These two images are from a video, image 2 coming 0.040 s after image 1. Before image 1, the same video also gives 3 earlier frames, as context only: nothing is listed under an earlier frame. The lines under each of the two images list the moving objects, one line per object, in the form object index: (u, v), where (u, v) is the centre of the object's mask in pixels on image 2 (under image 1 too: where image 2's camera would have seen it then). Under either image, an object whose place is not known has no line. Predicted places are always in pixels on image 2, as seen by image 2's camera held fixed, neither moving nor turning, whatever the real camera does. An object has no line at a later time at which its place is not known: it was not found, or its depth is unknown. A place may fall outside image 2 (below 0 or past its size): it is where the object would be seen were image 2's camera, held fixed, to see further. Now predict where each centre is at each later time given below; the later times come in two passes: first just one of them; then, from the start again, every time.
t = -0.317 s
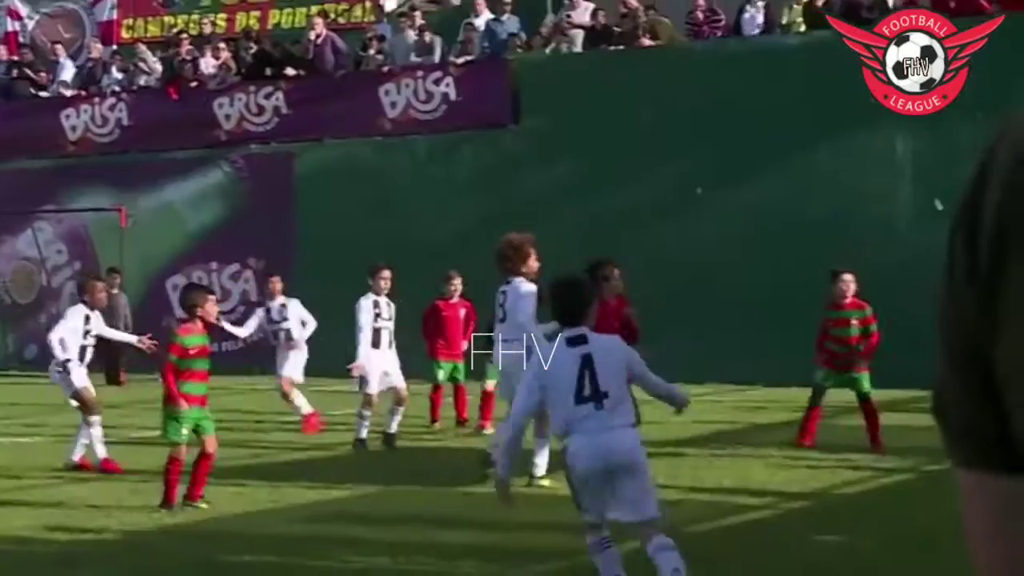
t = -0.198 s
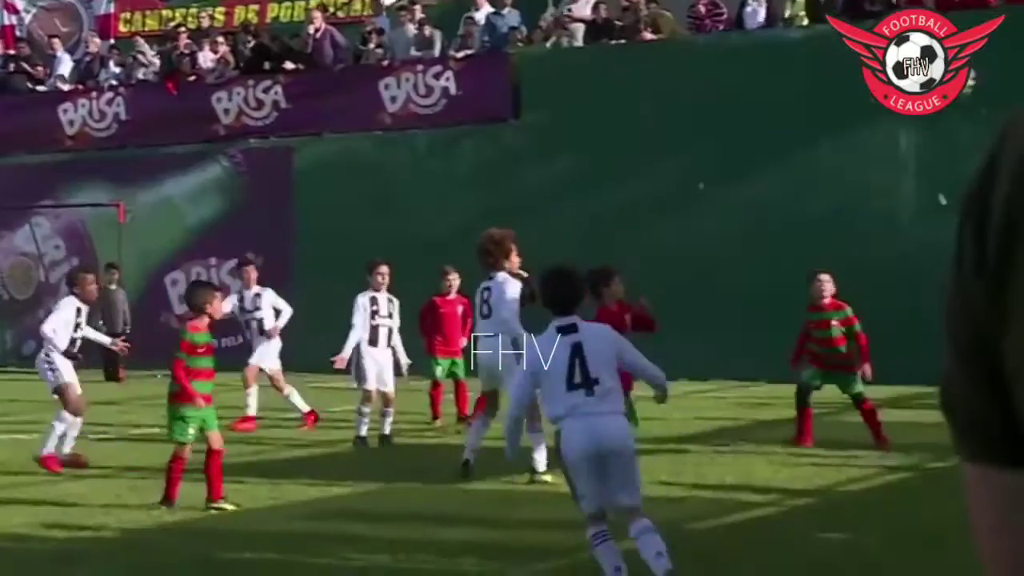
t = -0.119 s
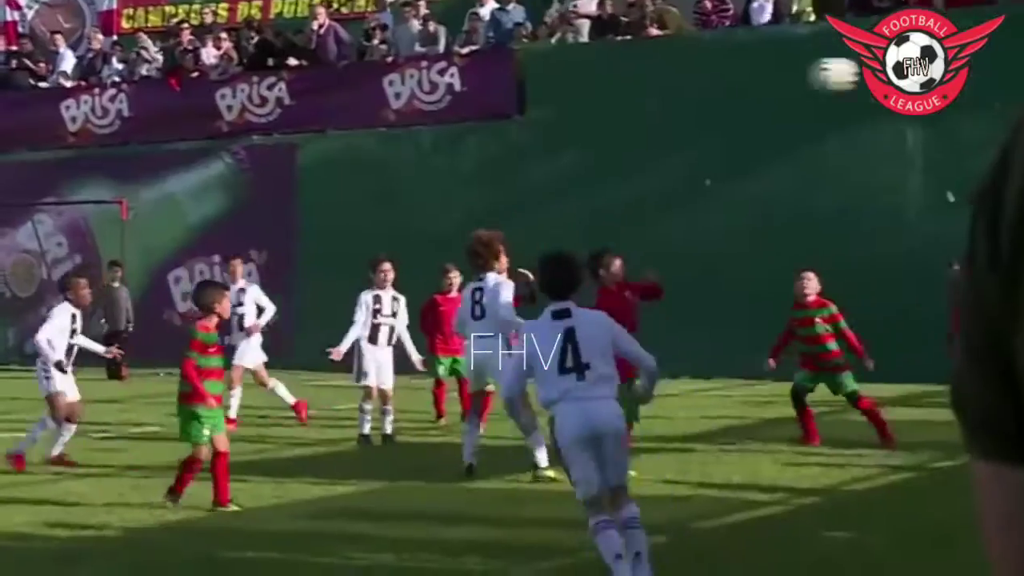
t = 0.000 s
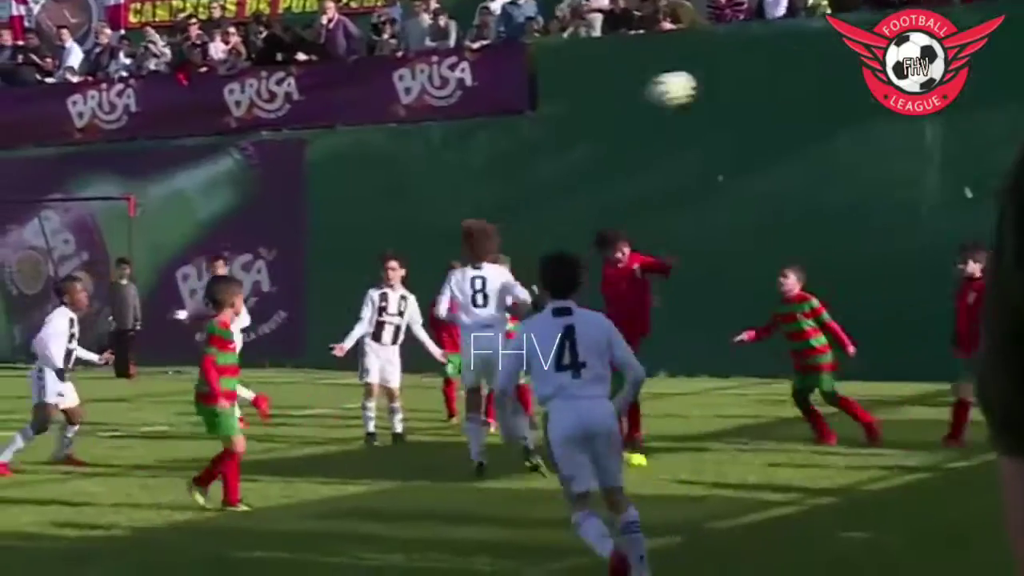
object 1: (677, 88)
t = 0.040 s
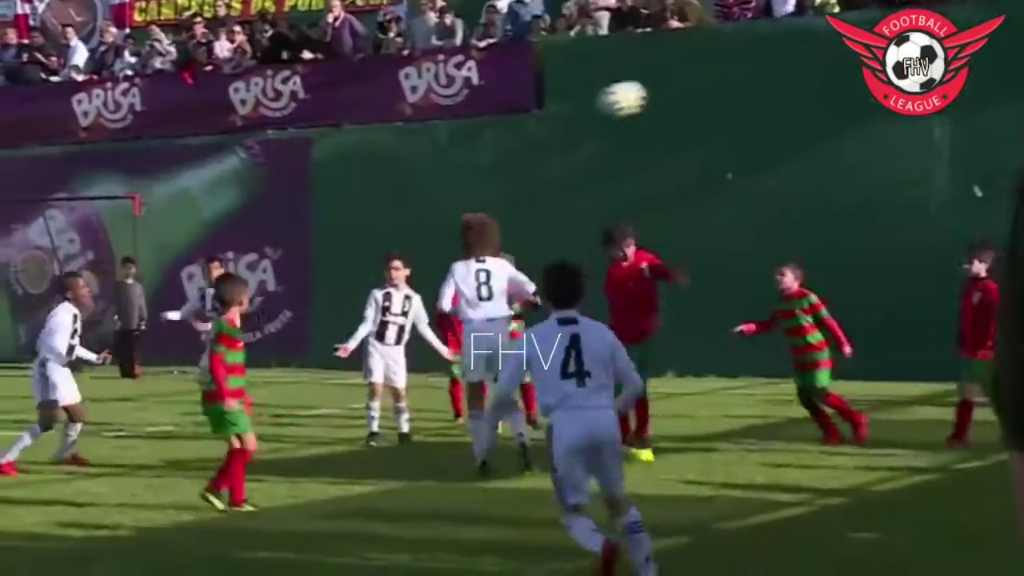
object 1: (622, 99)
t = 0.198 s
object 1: (413, 166)
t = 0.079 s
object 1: (569, 112)
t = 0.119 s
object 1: (516, 127)
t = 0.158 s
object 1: (464, 145)
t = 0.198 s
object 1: (413, 166)
